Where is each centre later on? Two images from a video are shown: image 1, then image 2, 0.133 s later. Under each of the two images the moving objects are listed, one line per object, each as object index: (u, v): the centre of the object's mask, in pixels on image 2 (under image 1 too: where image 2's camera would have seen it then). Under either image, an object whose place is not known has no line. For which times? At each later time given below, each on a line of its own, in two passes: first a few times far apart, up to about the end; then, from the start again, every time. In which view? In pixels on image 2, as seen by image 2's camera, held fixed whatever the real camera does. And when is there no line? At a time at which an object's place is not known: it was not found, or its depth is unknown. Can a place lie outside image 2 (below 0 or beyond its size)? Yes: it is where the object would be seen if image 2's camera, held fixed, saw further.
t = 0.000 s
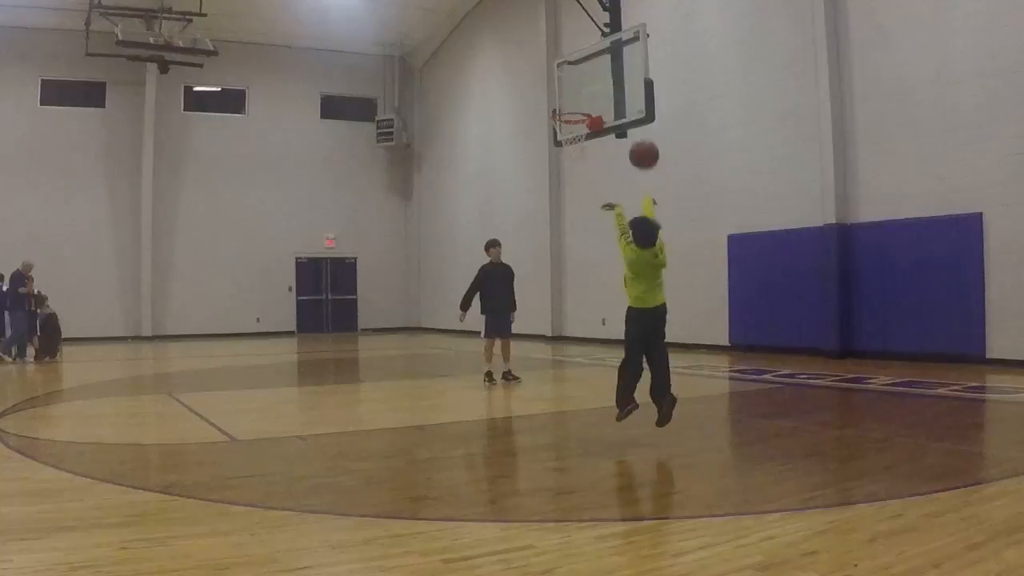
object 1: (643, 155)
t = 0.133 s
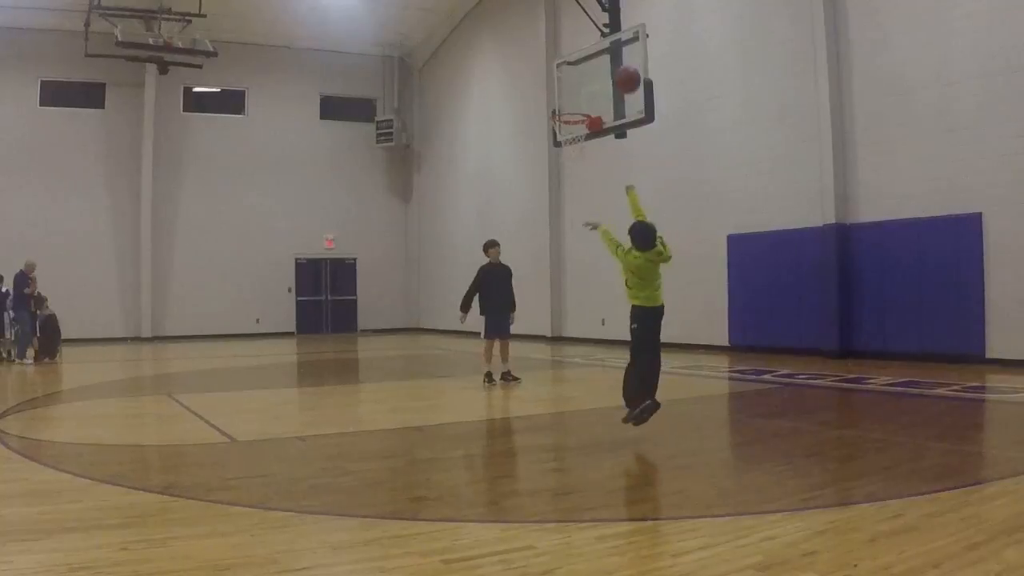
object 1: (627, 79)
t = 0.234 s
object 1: (616, 44)
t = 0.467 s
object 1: (599, 11)
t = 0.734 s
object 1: (585, 39)
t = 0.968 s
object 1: (577, 108)
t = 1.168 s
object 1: (556, 161)
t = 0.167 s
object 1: (624, 65)
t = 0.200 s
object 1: (620, 54)
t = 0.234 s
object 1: (616, 44)
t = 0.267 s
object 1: (613, 36)
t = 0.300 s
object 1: (610, 27)
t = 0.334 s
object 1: (608, 23)
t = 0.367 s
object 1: (605, 17)
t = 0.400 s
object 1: (603, 15)
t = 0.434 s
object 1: (602, 13)
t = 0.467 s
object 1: (599, 11)
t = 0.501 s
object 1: (597, 11)
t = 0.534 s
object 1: (595, 12)
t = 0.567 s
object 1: (593, 14)
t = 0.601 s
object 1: (591, 17)
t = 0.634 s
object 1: (590, 21)
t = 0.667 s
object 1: (588, 26)
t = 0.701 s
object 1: (586, 33)
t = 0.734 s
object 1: (585, 39)
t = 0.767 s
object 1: (584, 46)
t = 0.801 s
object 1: (582, 55)
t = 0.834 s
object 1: (581, 64)
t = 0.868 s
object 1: (580, 74)
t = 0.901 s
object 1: (579, 85)
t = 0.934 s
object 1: (578, 96)
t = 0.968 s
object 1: (577, 108)
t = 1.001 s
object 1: (574, 121)
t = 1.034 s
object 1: (572, 129)
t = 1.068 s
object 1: (569, 139)
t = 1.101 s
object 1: (563, 147)
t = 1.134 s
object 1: (560, 157)
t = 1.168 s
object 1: (556, 161)
